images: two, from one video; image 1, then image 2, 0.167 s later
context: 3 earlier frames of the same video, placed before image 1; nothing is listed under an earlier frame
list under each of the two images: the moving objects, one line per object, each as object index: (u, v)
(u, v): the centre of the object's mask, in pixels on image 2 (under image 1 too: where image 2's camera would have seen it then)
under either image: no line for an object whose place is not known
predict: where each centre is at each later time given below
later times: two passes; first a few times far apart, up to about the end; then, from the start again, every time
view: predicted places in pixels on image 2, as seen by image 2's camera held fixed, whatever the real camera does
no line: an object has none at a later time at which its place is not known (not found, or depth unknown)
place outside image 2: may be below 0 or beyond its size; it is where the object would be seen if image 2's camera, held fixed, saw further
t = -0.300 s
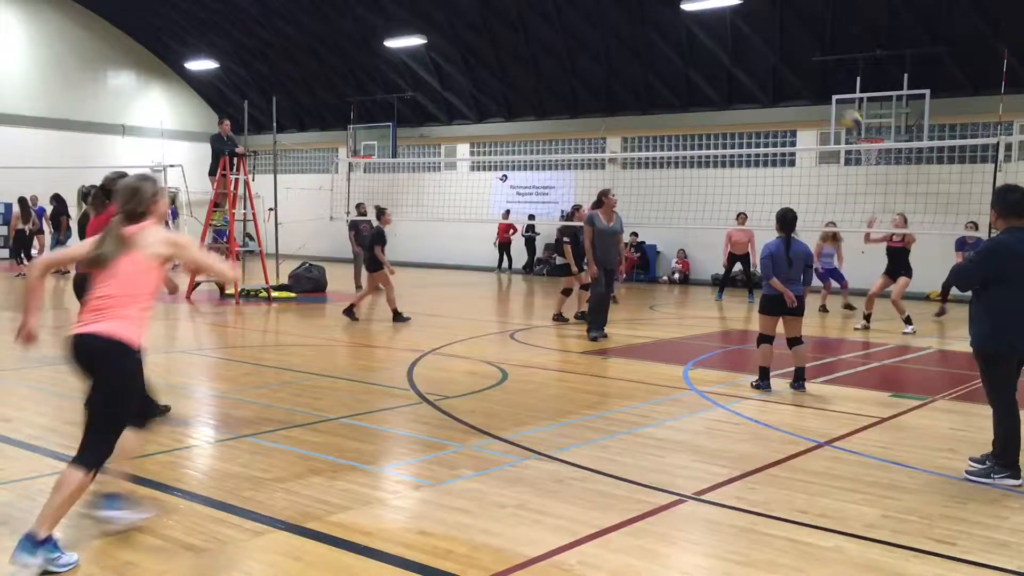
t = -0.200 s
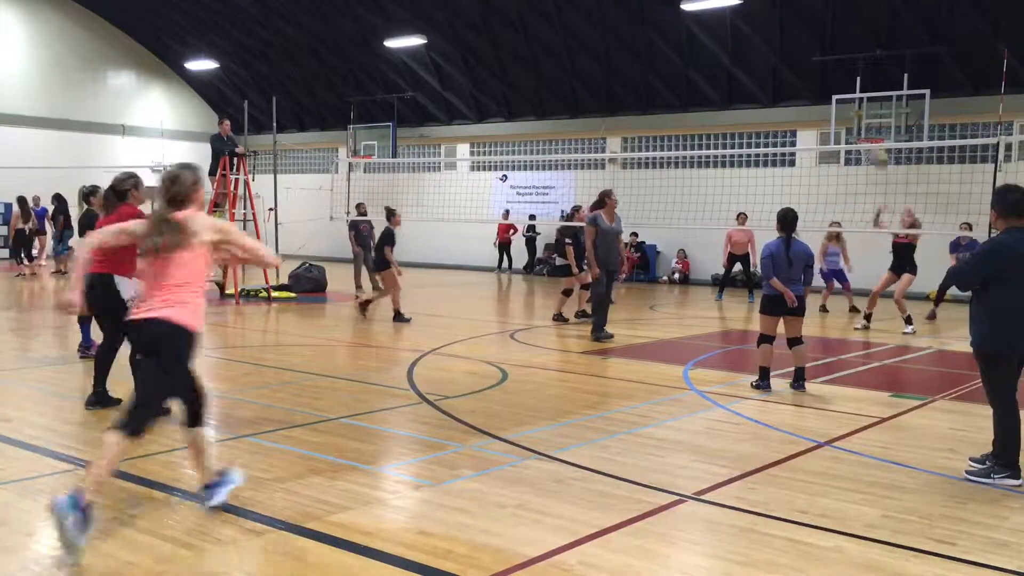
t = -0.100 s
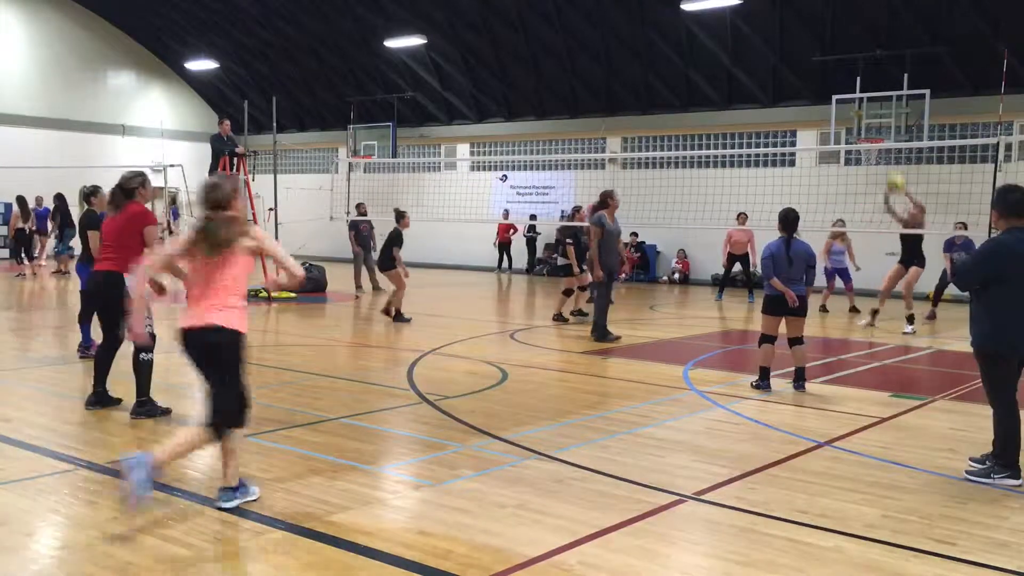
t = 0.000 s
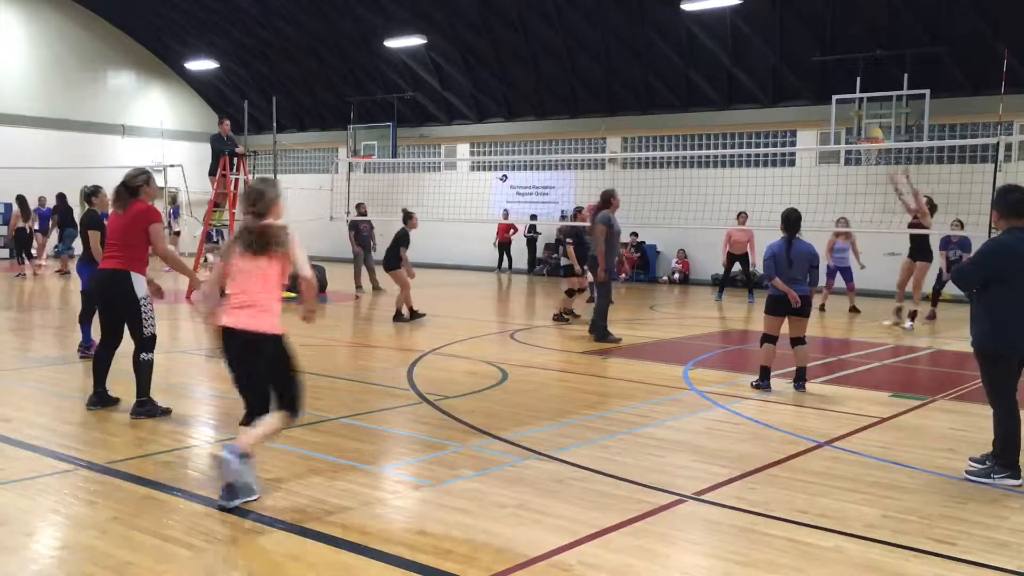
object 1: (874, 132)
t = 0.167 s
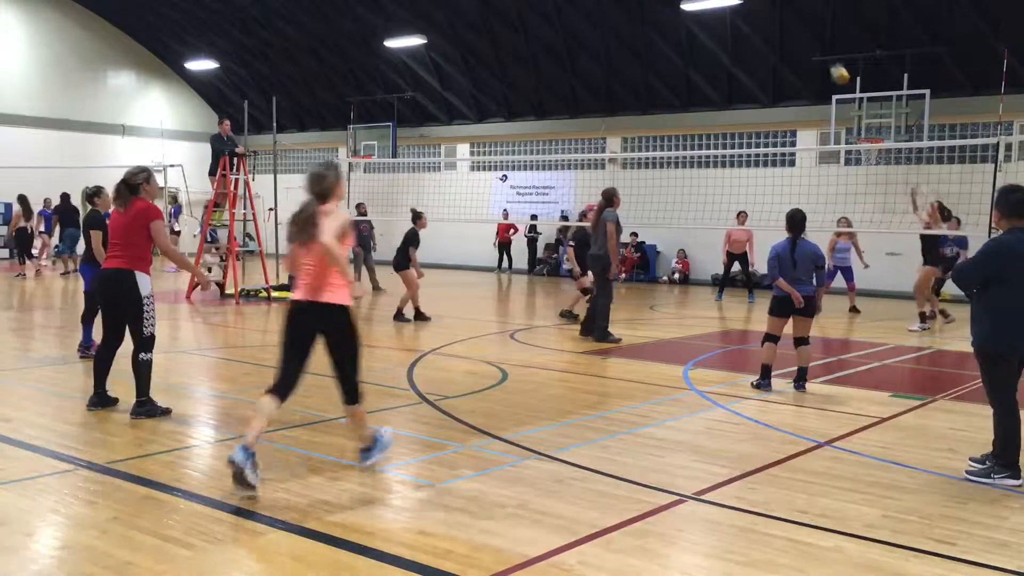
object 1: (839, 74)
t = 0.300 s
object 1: (812, 40)
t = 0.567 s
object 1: (758, 15)
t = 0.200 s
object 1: (833, 65)
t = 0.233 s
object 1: (825, 56)
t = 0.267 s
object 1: (819, 47)
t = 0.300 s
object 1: (812, 40)
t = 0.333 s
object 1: (805, 34)
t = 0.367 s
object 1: (799, 29)
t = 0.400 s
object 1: (792, 24)
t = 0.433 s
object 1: (785, 21)
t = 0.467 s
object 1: (779, 18)
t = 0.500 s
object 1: (771, 16)
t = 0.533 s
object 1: (765, 15)
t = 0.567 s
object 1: (758, 15)
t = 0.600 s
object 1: (751, 15)
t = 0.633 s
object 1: (744, 17)
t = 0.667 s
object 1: (737, 19)
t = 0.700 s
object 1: (731, 22)
